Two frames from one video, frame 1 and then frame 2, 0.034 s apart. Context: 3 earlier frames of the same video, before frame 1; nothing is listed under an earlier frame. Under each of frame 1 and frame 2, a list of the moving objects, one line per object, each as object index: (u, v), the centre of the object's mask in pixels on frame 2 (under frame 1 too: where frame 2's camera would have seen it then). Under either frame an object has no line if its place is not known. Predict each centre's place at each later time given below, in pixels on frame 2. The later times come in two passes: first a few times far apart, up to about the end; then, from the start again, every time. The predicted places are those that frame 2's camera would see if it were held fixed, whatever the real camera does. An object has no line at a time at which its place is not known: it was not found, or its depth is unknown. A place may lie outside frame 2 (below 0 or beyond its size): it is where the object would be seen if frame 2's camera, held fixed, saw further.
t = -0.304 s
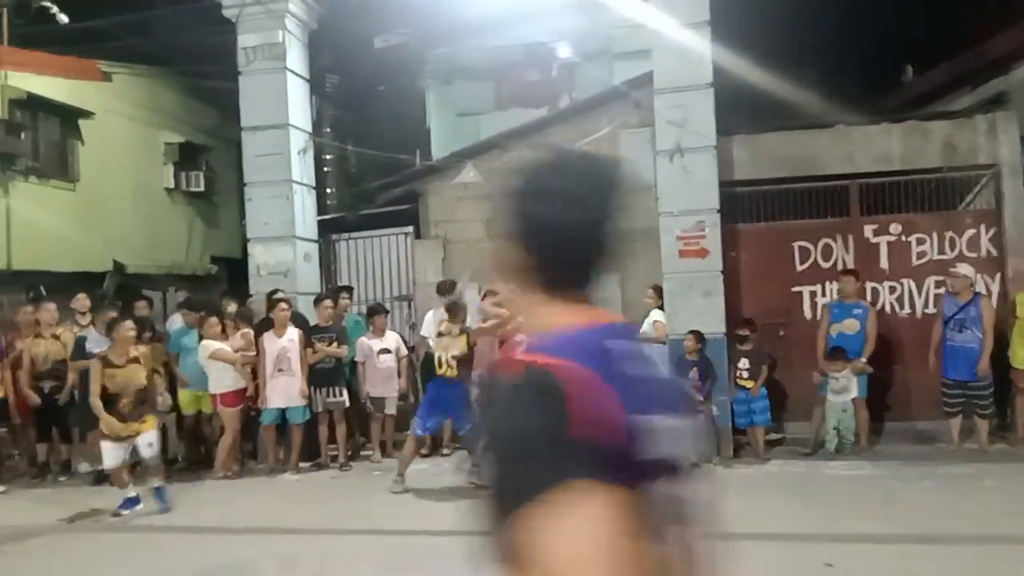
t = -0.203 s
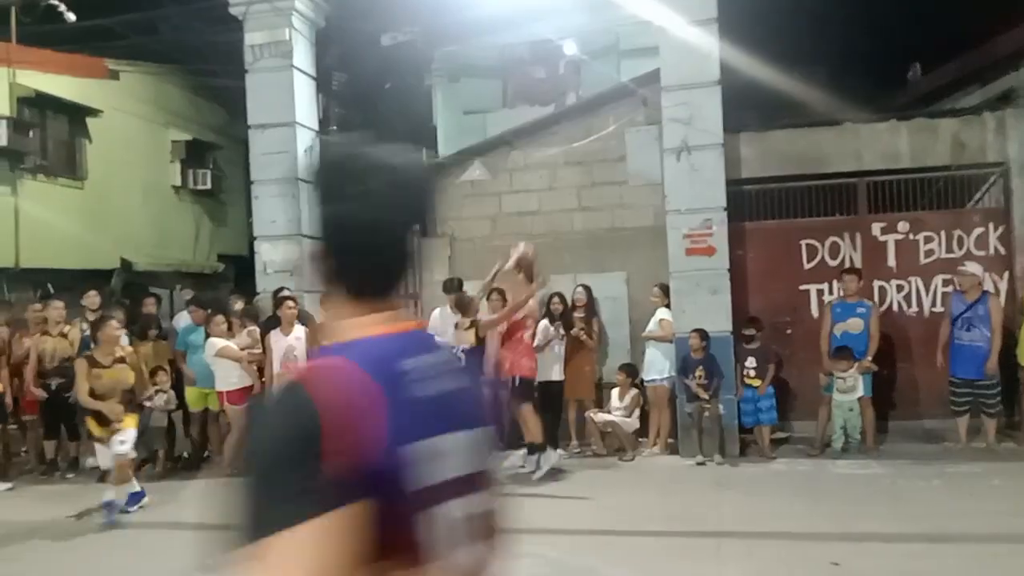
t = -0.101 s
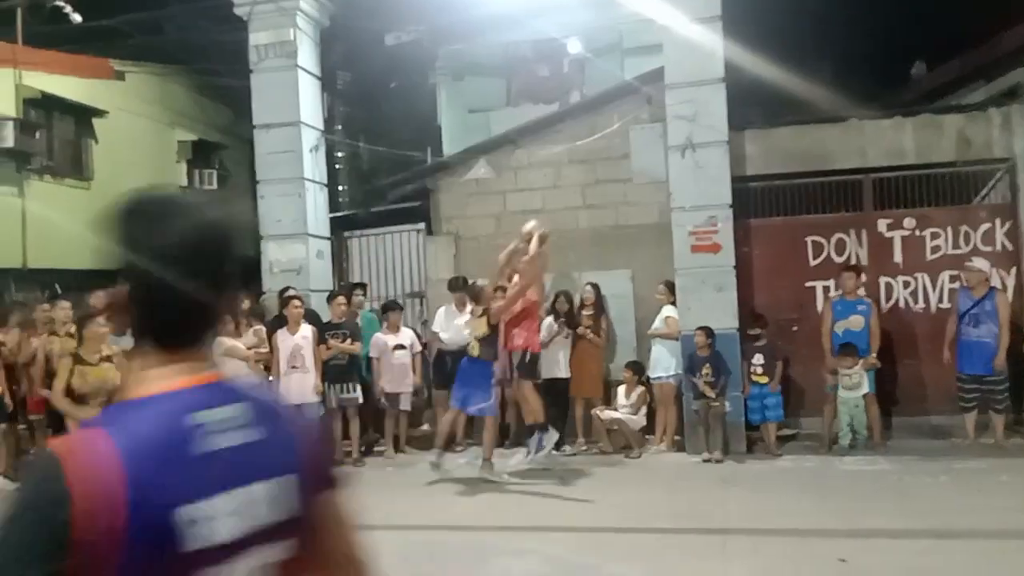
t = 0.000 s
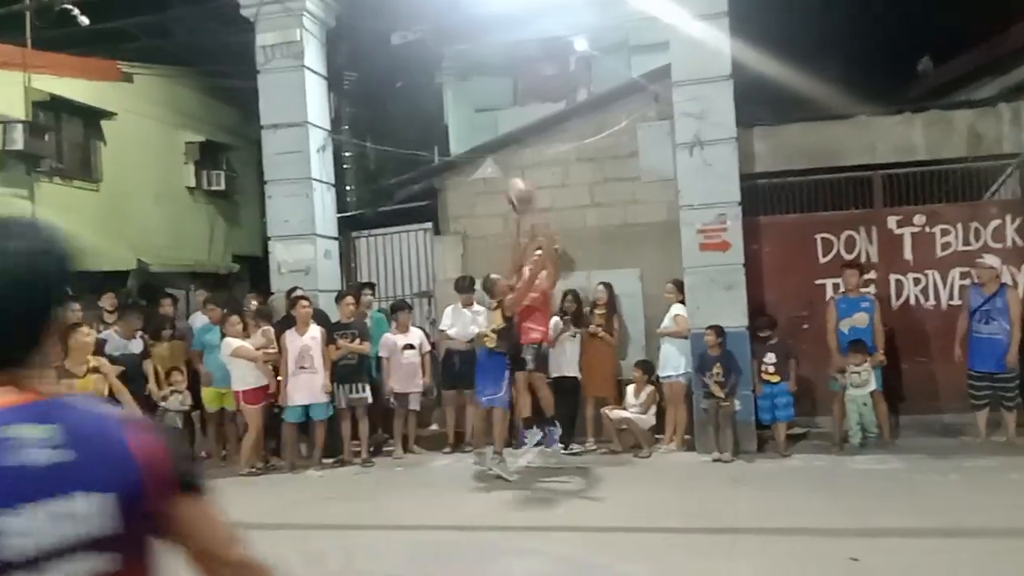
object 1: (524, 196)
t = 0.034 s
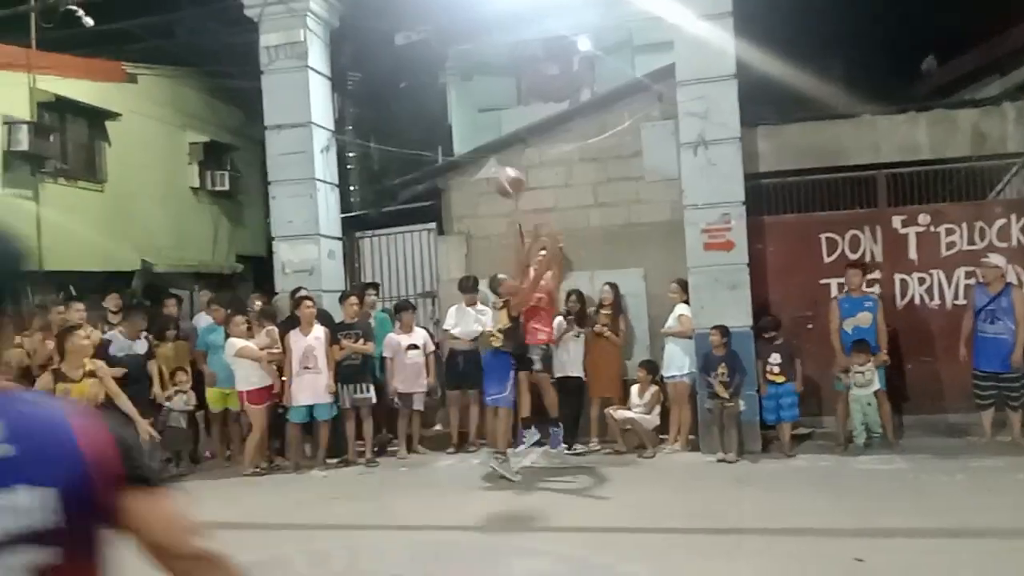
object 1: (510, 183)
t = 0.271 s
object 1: (368, 122)
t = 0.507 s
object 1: (126, 141)
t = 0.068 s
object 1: (492, 171)
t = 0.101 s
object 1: (479, 162)
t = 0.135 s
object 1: (458, 152)
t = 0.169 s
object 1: (437, 143)
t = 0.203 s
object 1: (418, 136)
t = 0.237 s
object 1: (393, 129)
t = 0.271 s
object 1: (368, 122)
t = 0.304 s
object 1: (345, 120)
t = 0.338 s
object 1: (317, 119)
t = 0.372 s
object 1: (282, 118)
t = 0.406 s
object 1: (247, 119)
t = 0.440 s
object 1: (215, 124)
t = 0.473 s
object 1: (173, 132)
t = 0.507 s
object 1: (126, 141)
